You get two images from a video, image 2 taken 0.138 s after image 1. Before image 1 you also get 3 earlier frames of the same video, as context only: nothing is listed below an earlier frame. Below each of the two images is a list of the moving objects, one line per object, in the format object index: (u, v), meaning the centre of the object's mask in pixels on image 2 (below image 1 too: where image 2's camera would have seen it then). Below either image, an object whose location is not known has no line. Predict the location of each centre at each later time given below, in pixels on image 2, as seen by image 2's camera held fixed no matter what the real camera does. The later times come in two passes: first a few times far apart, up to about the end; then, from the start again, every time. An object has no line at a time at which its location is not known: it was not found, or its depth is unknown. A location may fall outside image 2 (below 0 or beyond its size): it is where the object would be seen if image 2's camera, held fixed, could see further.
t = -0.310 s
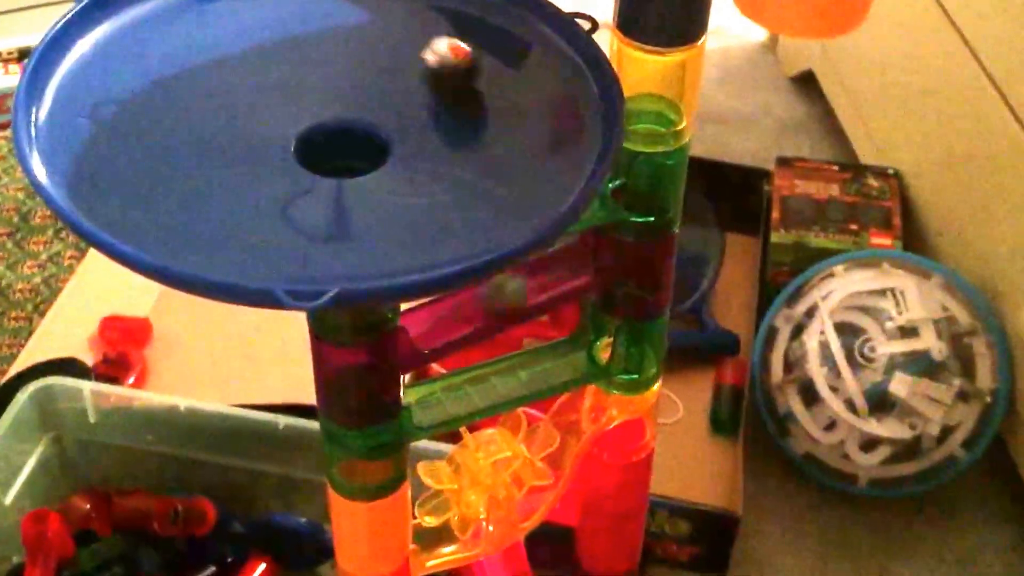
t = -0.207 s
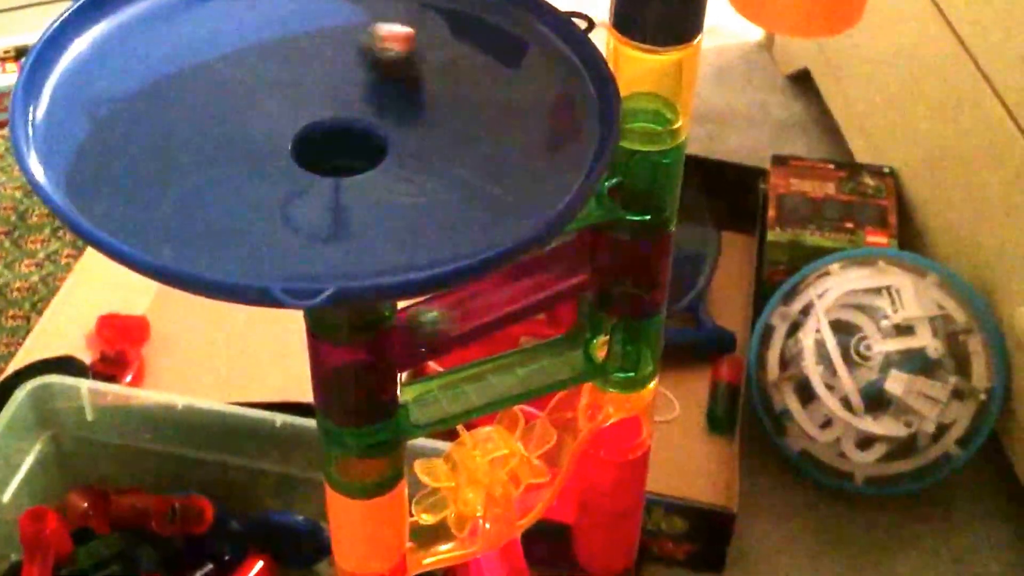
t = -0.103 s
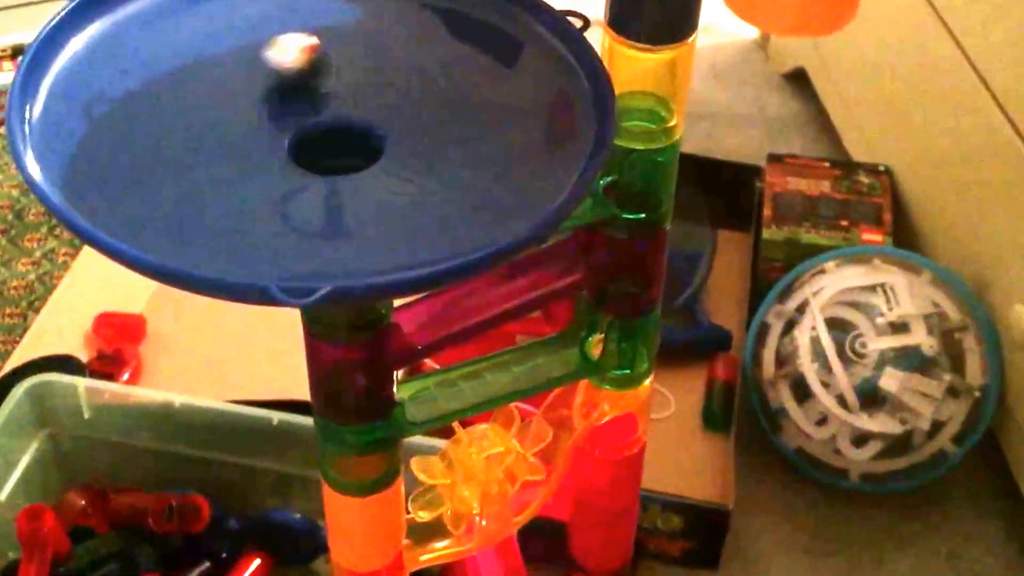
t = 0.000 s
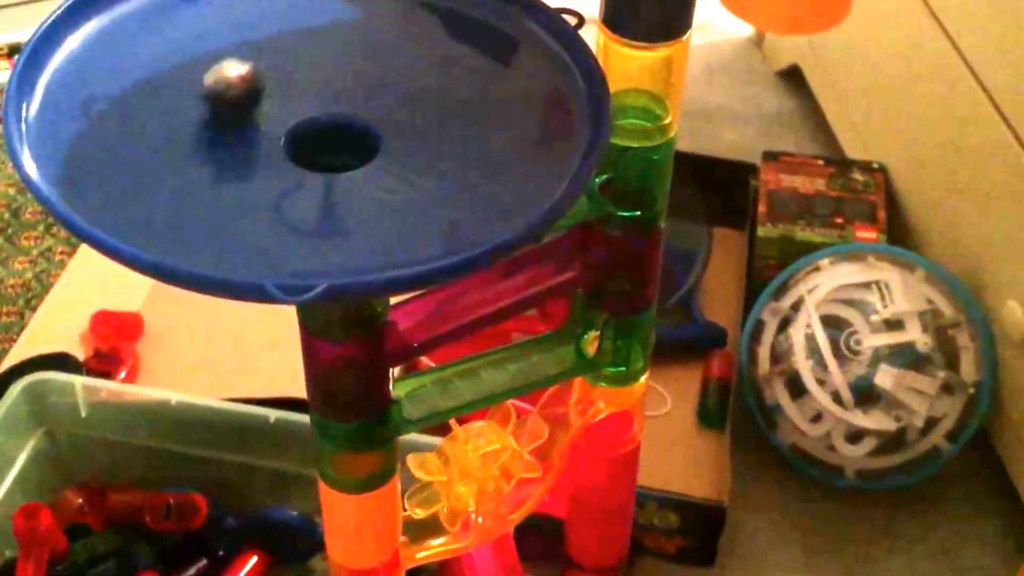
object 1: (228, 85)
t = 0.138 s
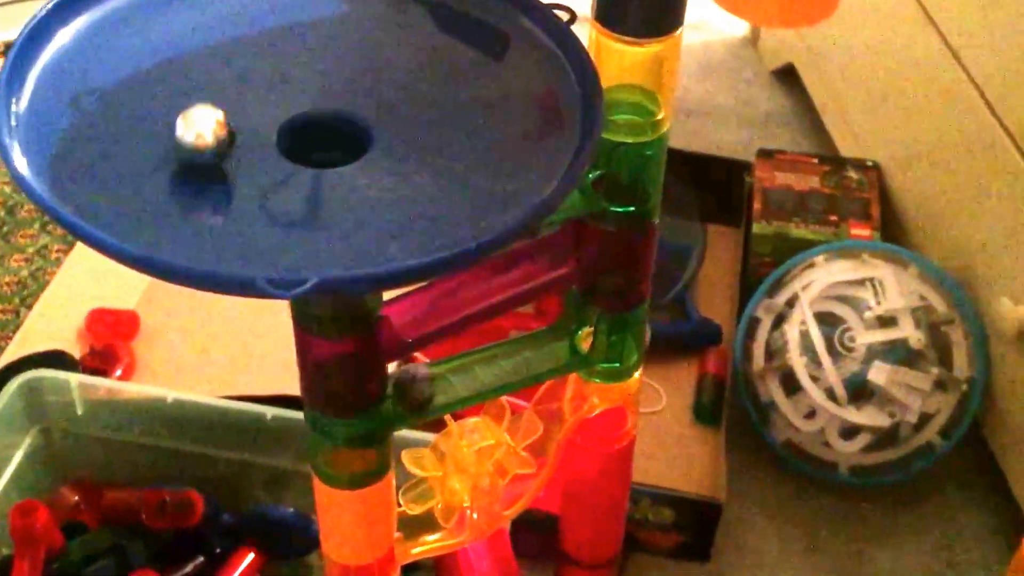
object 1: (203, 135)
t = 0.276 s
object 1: (262, 173)
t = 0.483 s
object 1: (408, 142)
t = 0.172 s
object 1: (210, 146)
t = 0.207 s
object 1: (223, 158)
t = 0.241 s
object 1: (241, 166)
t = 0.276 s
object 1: (262, 173)
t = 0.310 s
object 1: (287, 177)
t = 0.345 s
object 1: (315, 173)
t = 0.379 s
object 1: (339, 172)
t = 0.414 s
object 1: (365, 166)
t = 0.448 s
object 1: (391, 152)
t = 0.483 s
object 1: (408, 142)
